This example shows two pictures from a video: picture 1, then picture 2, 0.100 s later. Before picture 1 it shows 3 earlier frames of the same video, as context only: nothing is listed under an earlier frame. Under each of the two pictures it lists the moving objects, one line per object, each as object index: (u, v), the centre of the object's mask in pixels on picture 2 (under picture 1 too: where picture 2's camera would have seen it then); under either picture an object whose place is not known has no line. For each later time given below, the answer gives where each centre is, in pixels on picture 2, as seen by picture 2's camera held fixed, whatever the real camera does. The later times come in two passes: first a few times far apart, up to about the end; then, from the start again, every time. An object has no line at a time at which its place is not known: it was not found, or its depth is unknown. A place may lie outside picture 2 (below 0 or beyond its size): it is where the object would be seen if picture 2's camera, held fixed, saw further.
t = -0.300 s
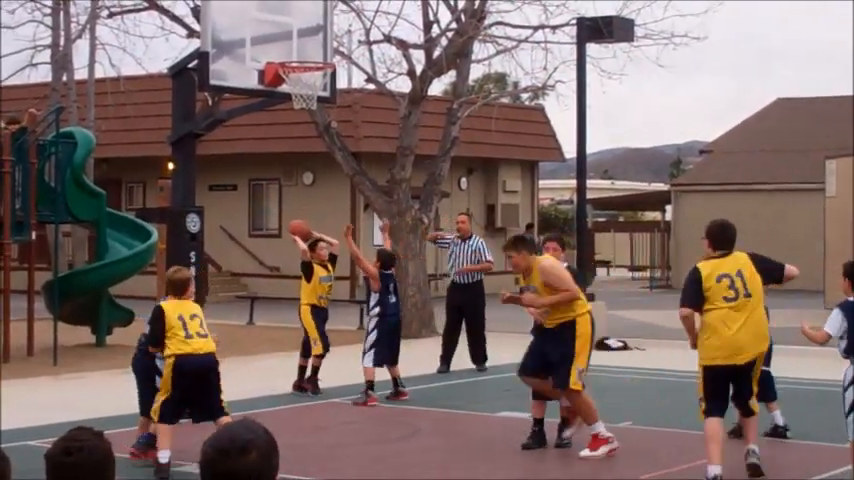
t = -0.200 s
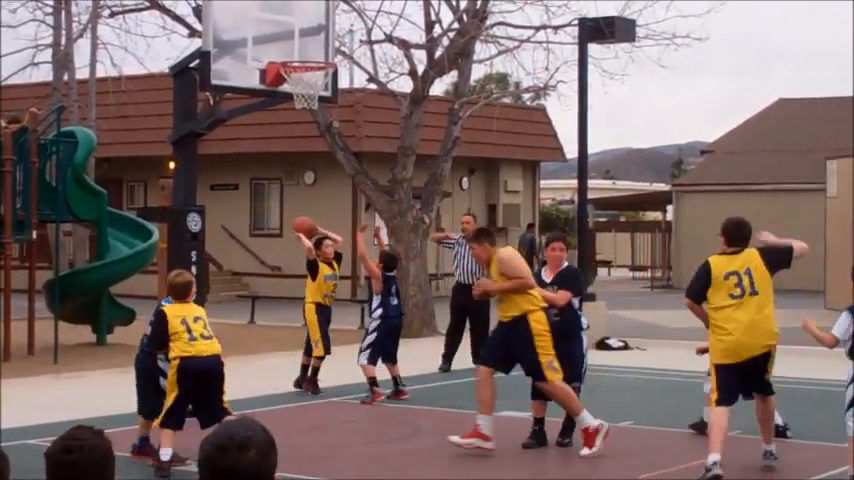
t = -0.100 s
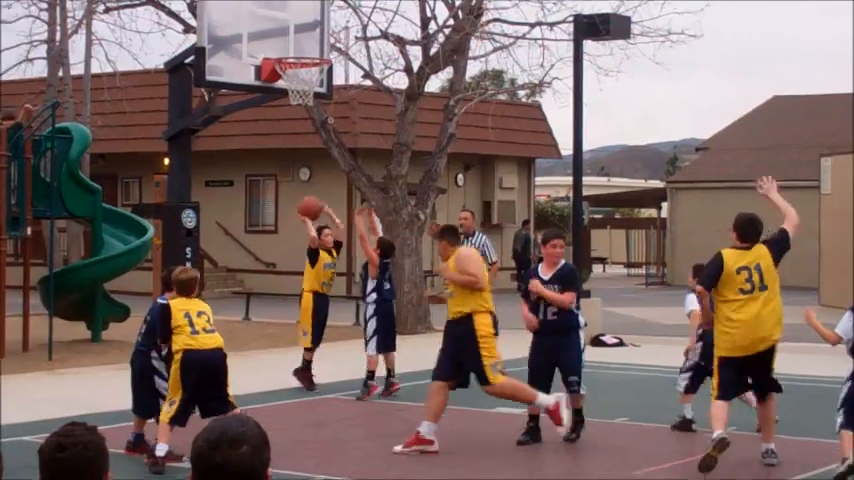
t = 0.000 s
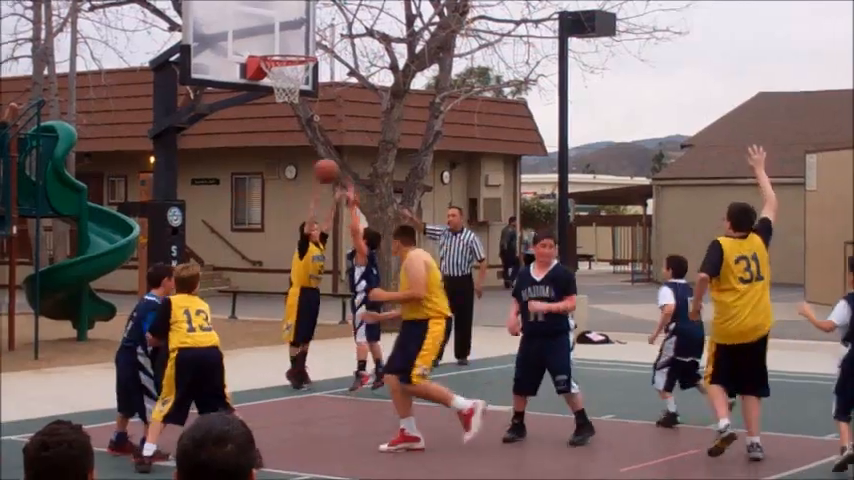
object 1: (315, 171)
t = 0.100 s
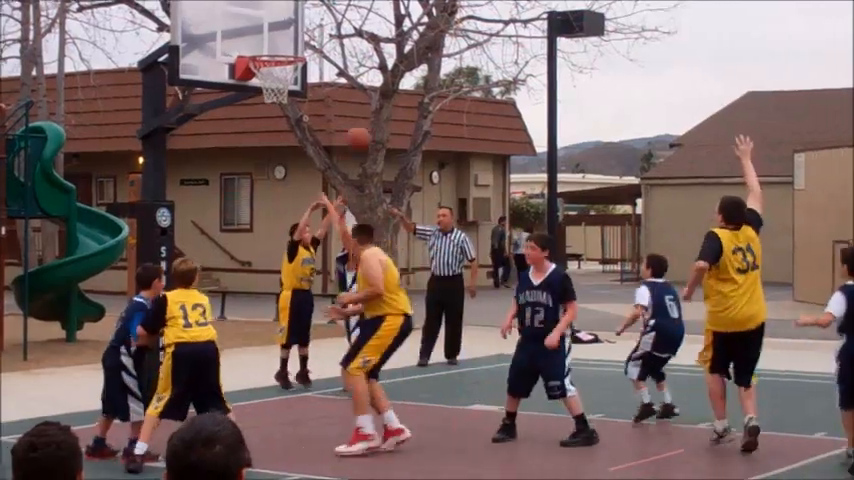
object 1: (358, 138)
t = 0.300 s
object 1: (448, 103)
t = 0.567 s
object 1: (586, 128)
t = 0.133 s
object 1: (372, 131)
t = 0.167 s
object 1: (387, 122)
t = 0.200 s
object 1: (401, 116)
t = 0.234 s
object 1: (417, 110)
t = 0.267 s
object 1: (432, 107)
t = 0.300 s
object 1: (448, 103)
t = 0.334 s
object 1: (464, 103)
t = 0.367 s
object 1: (482, 102)
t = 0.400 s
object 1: (498, 105)
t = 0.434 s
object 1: (515, 105)
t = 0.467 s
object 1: (532, 109)
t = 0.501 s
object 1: (550, 114)
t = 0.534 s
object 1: (568, 120)
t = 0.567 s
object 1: (586, 128)
